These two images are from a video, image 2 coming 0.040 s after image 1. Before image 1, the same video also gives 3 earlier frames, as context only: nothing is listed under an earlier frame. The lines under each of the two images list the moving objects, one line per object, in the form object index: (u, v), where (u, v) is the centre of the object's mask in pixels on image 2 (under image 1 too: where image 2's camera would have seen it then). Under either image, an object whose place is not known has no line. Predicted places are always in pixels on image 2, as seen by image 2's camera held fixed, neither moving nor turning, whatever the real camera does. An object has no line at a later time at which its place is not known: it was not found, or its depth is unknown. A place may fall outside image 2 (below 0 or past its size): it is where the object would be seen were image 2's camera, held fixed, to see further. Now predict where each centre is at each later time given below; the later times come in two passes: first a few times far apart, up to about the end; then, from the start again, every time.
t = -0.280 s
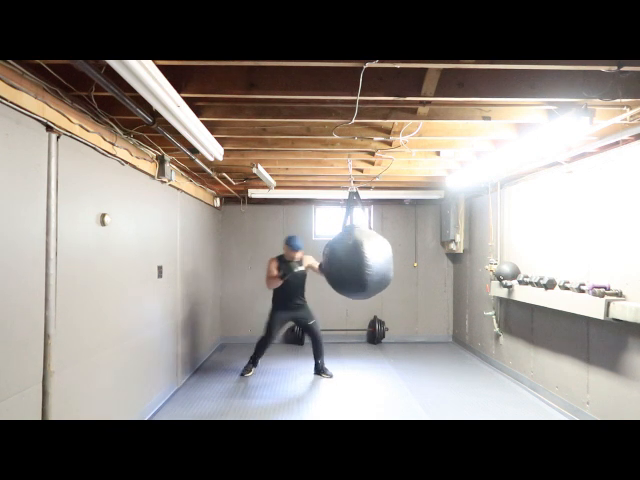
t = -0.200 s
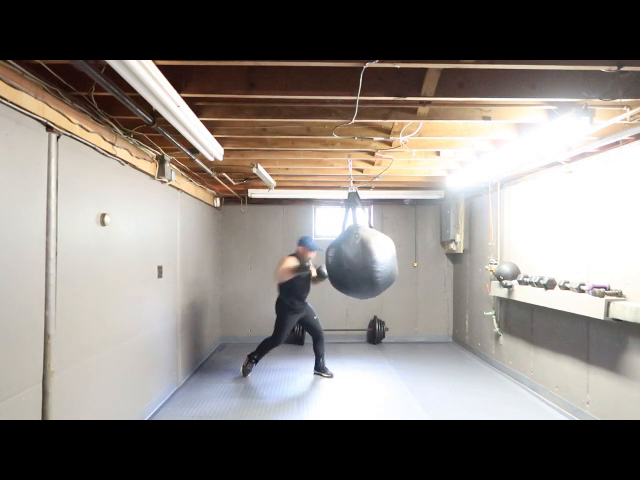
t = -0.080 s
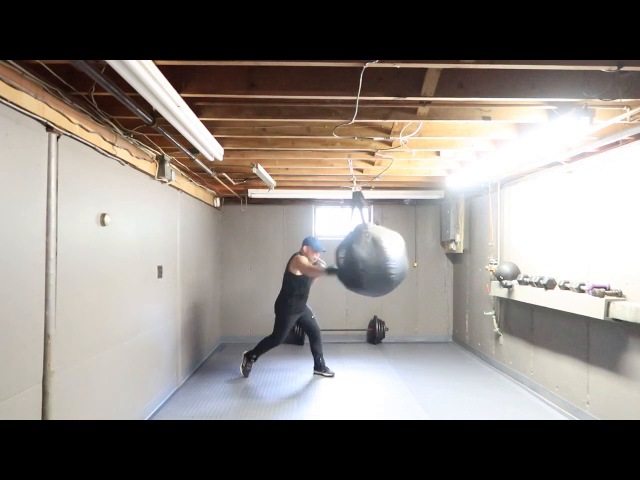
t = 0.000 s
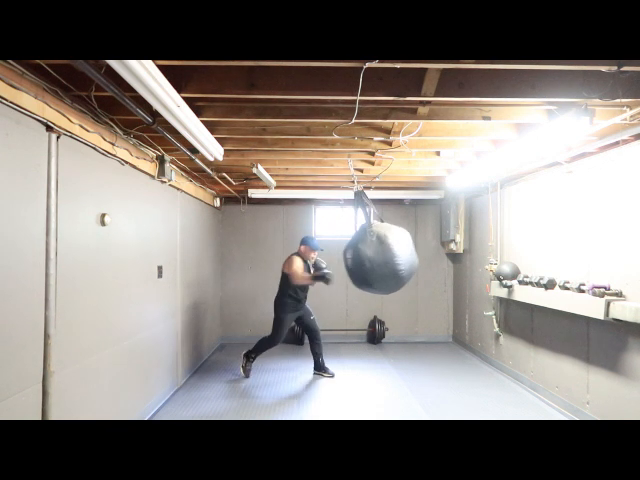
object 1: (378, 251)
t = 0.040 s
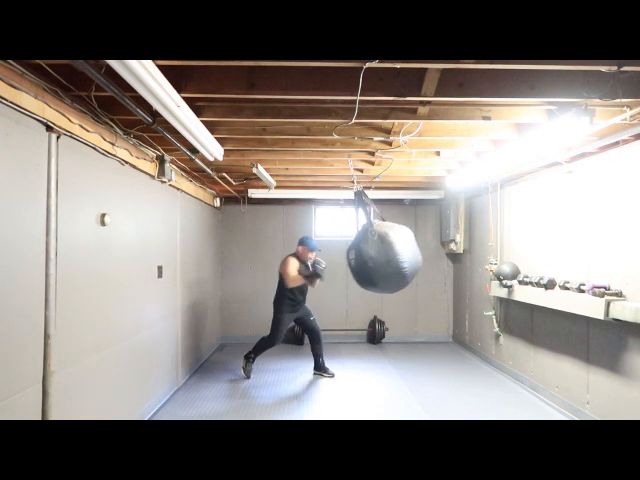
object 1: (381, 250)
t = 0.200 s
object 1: (390, 248)
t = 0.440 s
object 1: (385, 250)
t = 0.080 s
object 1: (385, 250)
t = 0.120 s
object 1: (387, 249)
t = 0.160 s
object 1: (388, 248)
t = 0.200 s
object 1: (390, 248)
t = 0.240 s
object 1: (390, 247)
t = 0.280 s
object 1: (390, 248)
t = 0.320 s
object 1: (390, 248)
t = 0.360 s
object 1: (389, 249)
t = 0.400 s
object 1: (387, 249)
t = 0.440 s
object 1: (385, 250)
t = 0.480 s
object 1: (383, 251)
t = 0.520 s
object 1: (380, 256)
